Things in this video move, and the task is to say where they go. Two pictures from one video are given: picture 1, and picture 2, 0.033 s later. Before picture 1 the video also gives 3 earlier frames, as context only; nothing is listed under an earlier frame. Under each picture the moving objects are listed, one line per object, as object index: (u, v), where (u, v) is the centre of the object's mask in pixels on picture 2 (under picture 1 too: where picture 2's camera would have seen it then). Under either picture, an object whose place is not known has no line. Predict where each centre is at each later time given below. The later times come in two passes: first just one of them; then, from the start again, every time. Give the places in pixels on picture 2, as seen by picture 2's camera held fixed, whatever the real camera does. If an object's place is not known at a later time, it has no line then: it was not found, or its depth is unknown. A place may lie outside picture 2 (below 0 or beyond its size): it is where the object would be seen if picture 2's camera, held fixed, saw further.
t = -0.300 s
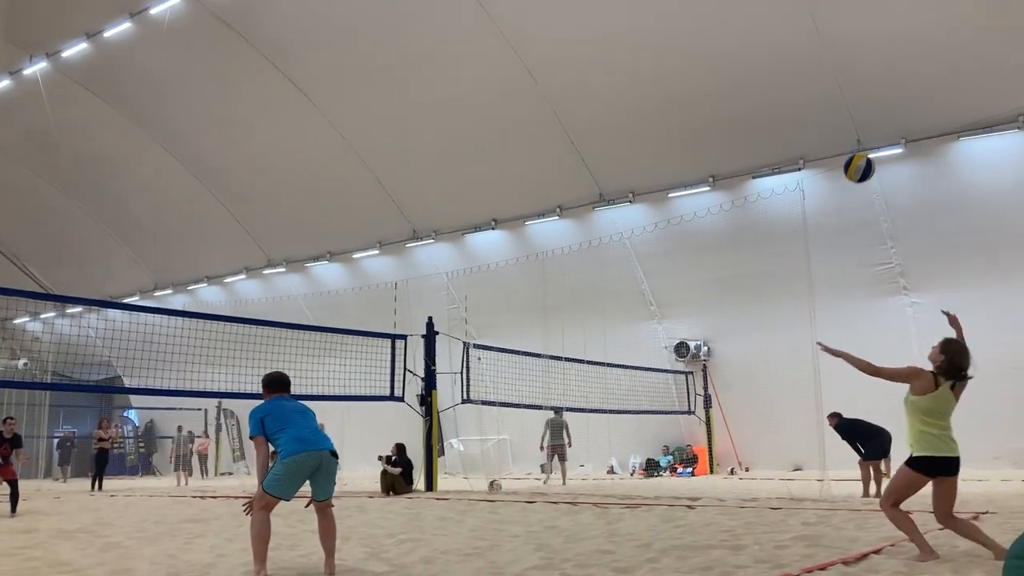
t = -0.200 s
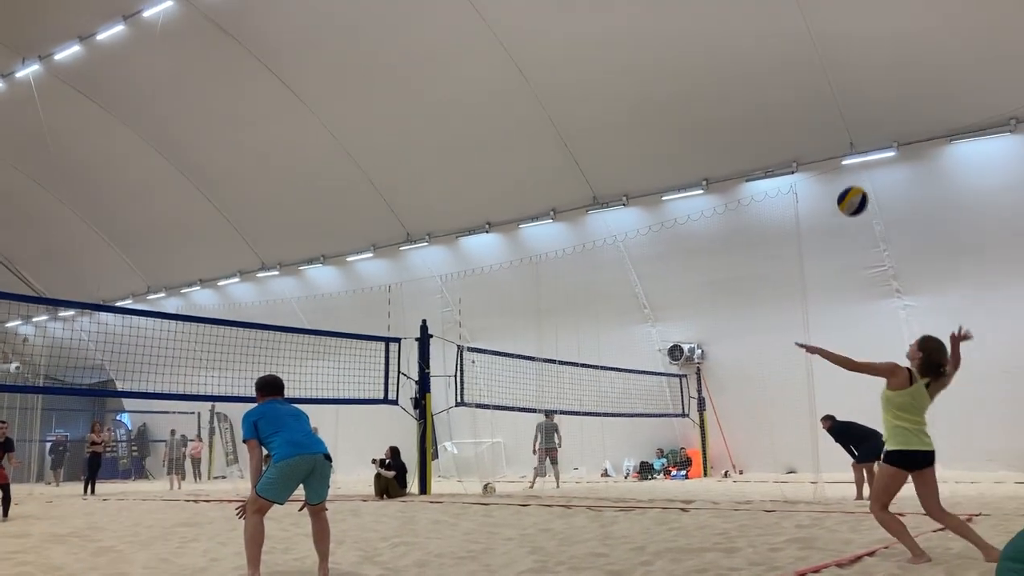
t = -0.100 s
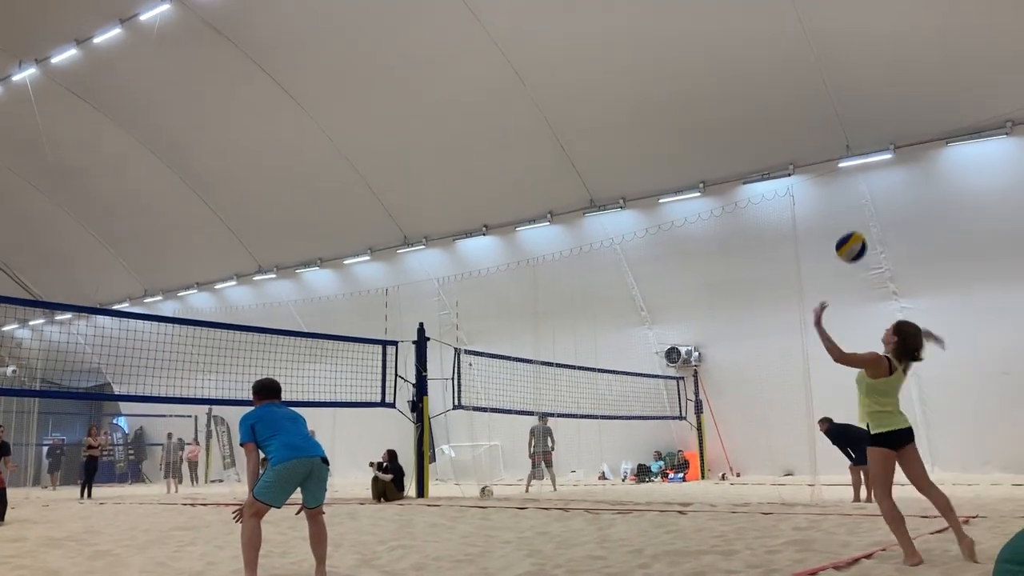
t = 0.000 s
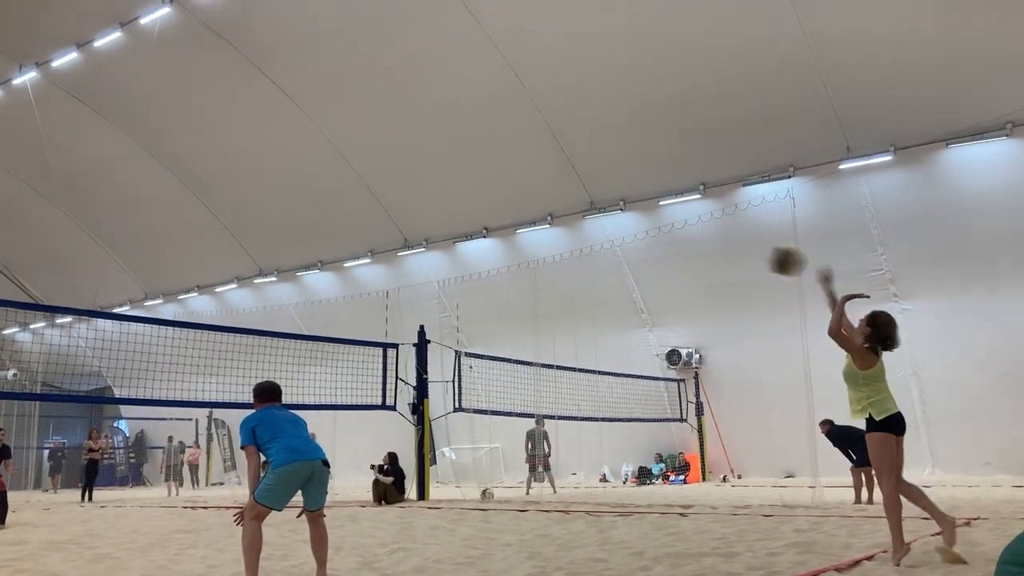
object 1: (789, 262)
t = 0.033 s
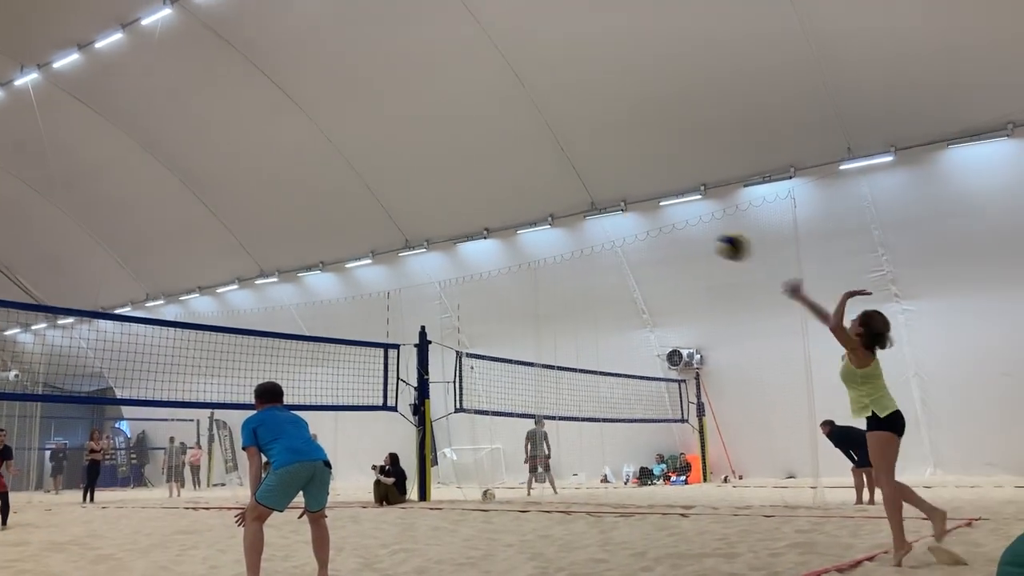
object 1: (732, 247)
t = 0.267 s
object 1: (424, 193)
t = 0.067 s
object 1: (683, 234)
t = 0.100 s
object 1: (636, 222)
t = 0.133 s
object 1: (586, 214)
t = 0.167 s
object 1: (544, 207)
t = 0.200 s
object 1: (502, 200)
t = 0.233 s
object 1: (463, 196)
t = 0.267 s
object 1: (424, 193)
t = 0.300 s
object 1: (386, 192)
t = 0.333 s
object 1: (354, 192)
